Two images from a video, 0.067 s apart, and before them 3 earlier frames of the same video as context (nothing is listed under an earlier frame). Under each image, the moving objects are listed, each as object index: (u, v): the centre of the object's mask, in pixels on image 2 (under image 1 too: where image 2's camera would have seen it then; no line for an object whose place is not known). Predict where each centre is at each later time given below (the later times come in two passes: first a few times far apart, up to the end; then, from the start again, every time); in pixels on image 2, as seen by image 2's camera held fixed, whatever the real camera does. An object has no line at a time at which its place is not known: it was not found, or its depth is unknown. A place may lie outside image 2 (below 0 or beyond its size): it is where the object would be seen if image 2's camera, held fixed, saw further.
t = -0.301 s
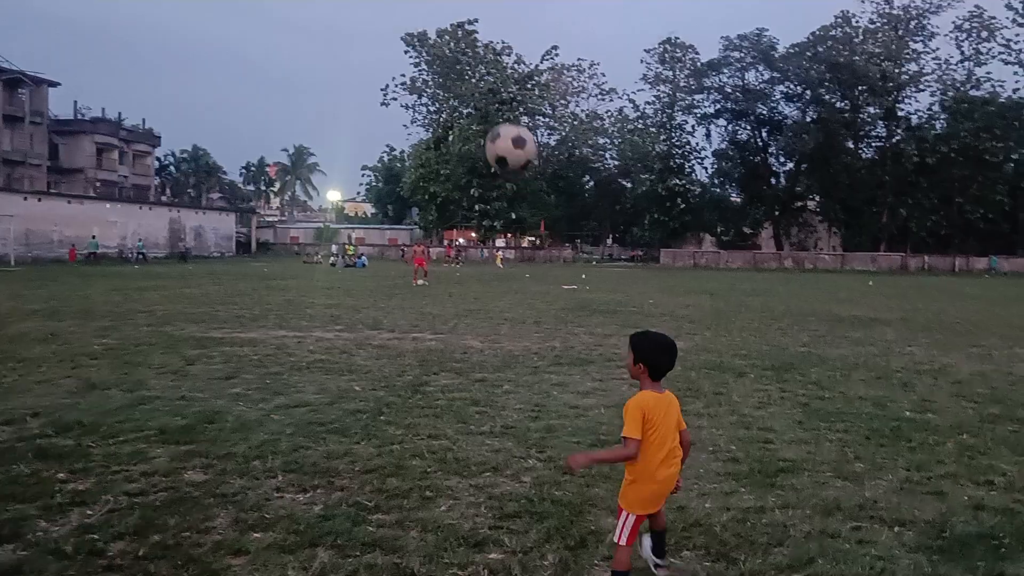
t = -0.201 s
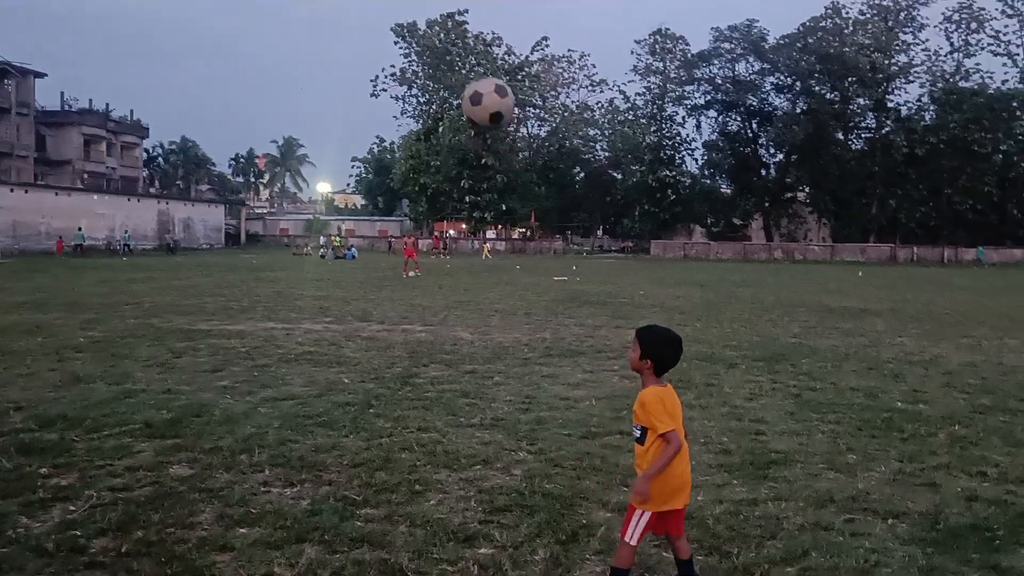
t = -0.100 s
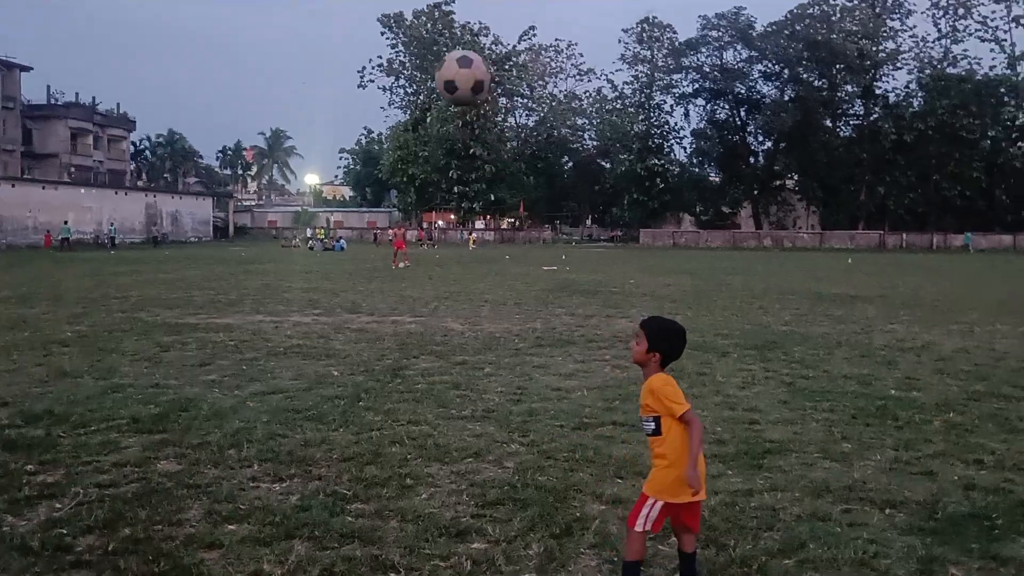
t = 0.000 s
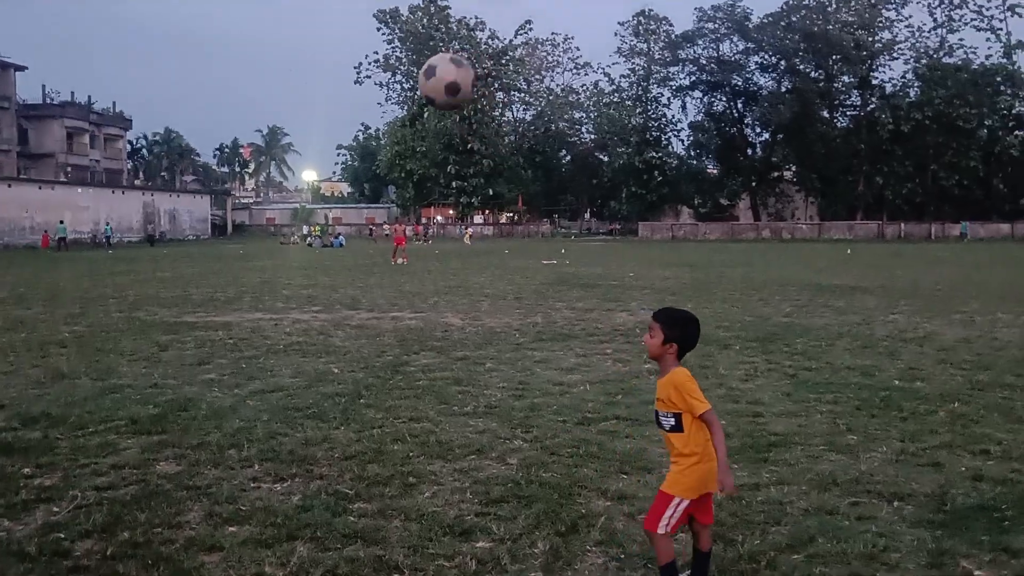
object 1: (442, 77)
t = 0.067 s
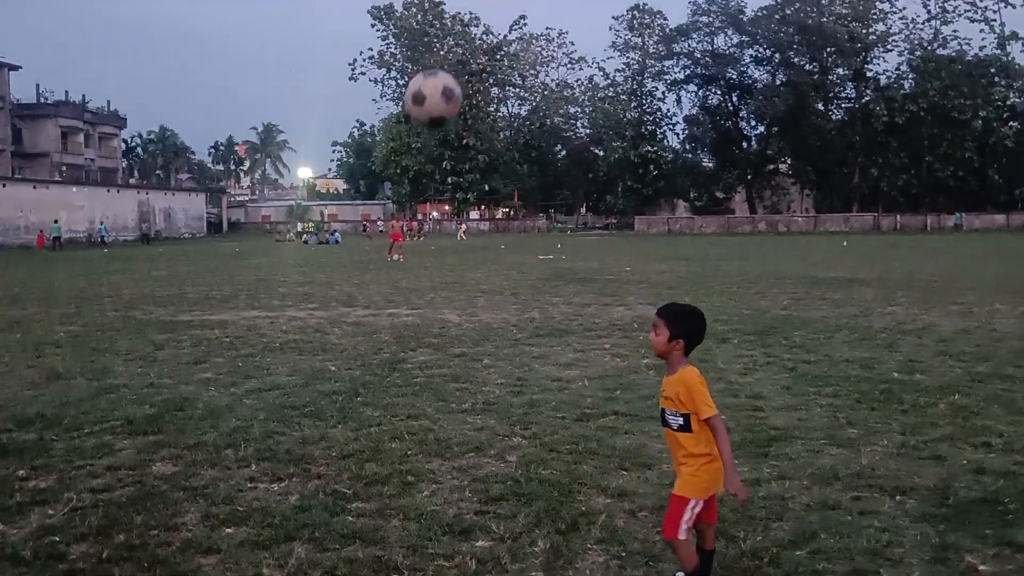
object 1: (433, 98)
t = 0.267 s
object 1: (404, 241)
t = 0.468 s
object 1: (373, 493)
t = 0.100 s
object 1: (429, 115)
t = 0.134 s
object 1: (423, 133)
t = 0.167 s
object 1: (419, 155)
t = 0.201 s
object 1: (414, 179)
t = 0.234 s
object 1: (409, 208)
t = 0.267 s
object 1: (404, 241)
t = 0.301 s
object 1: (399, 277)
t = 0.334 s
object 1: (393, 313)
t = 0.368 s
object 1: (388, 355)
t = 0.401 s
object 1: (382, 399)
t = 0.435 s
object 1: (377, 444)
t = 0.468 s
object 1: (373, 493)
